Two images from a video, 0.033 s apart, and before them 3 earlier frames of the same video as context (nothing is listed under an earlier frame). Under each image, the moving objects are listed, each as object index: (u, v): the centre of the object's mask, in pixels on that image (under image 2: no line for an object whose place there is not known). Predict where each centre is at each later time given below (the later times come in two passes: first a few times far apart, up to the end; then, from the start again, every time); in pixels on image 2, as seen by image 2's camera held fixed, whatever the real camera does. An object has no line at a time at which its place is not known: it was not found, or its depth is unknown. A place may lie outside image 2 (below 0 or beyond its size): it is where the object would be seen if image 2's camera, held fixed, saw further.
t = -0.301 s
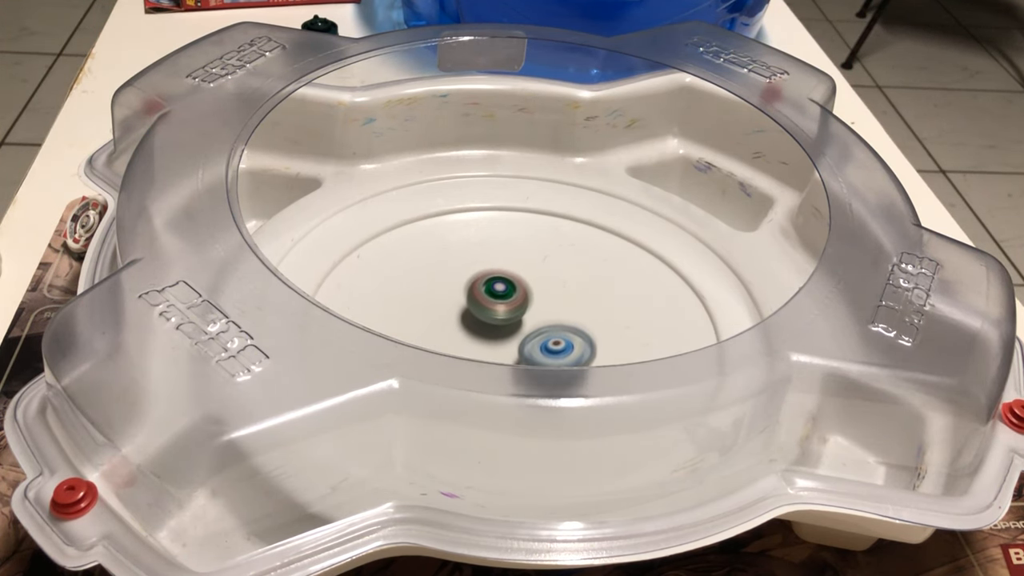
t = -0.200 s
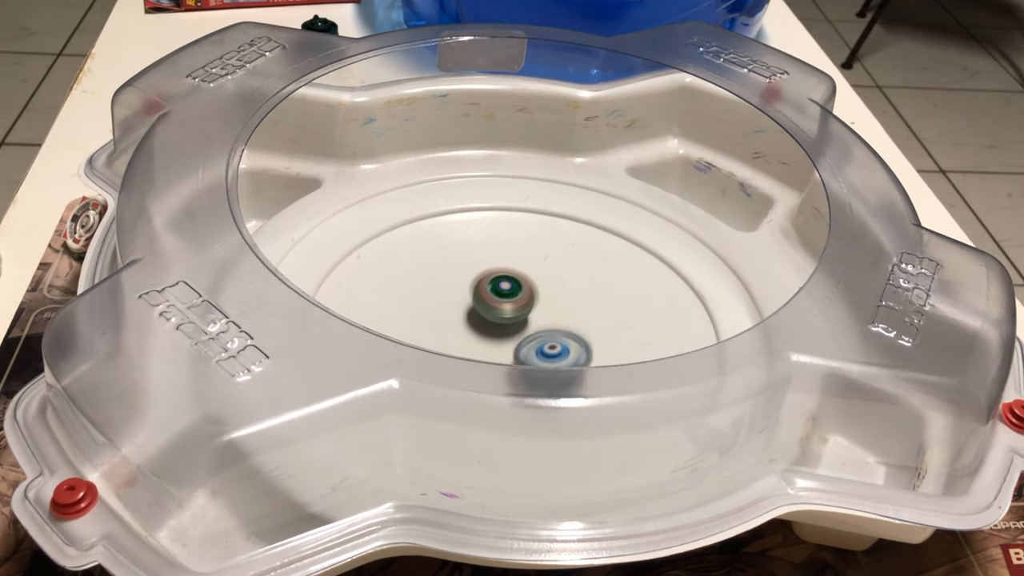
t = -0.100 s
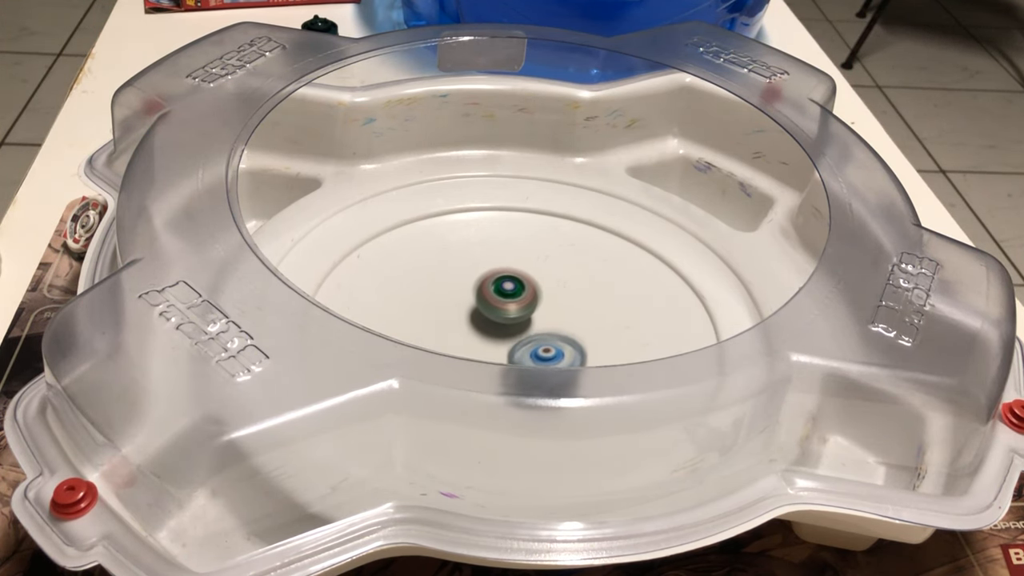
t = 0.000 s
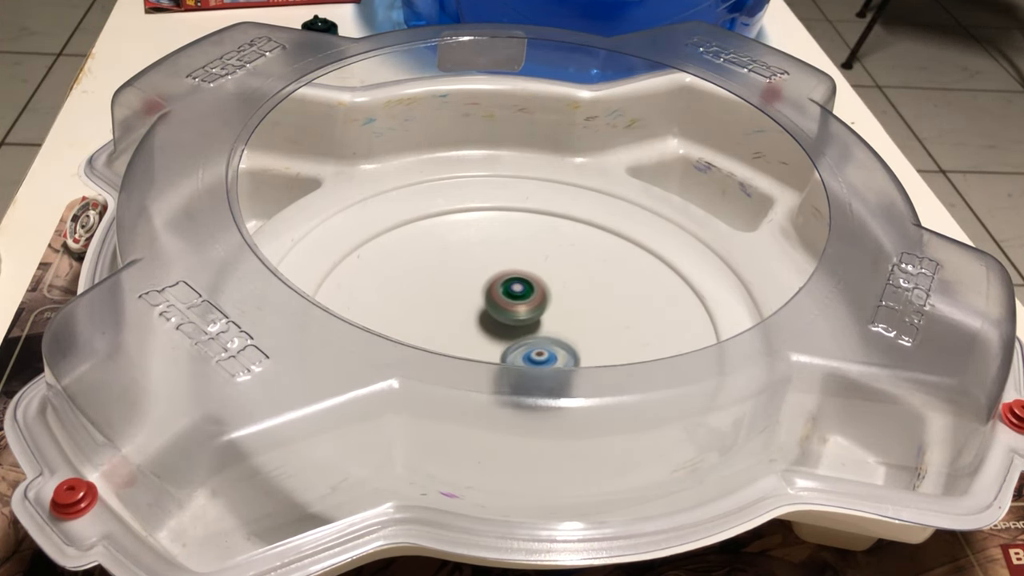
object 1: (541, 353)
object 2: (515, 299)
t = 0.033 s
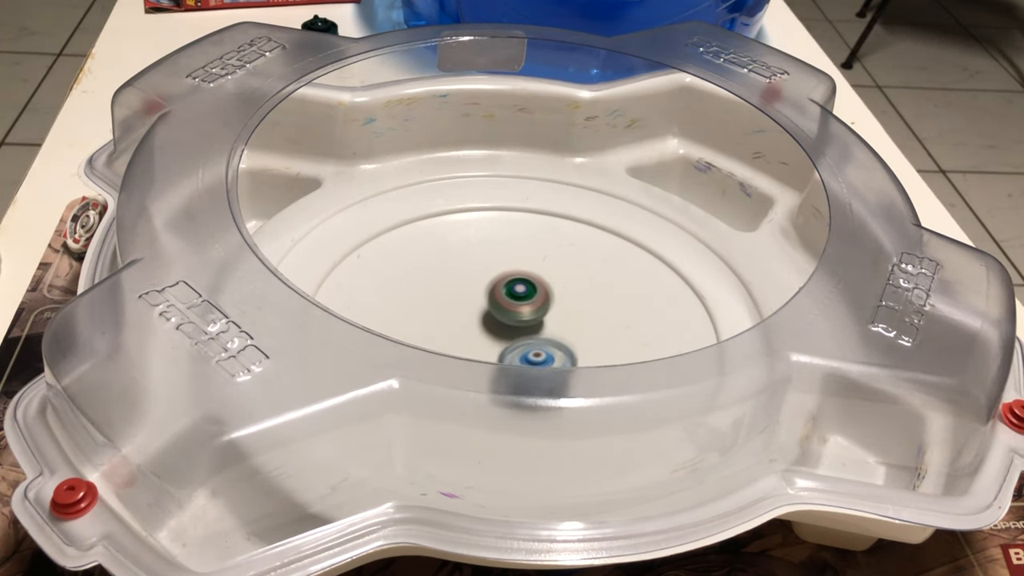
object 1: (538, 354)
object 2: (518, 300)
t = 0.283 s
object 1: (519, 354)
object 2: (538, 307)
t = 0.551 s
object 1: (497, 352)
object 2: (557, 316)
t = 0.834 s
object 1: (476, 347)
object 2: (562, 329)
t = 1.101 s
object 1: (462, 338)
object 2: (553, 340)
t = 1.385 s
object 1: (456, 329)
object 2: (532, 348)
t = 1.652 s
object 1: (460, 321)
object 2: (514, 352)
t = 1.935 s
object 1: (476, 310)
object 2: (499, 351)
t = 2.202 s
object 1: (497, 300)
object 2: (485, 343)
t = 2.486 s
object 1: (525, 267)
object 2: (465, 354)
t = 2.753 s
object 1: (526, 265)
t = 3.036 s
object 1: (535, 280)
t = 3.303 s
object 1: (592, 260)
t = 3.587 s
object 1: (569, 293)
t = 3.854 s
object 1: (553, 332)
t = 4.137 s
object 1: (650, 286)
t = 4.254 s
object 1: (599, 306)
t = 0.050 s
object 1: (537, 354)
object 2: (520, 300)
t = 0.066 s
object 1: (536, 354)
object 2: (521, 300)
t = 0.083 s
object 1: (535, 354)
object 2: (523, 301)
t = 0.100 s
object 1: (533, 354)
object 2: (524, 301)
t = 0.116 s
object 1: (532, 354)
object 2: (526, 301)
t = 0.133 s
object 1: (531, 354)
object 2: (527, 302)
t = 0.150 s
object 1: (529, 354)
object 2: (528, 302)
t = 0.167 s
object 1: (528, 354)
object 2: (529, 302)
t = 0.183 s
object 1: (527, 354)
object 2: (530, 303)
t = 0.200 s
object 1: (526, 354)
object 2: (531, 303)
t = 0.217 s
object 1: (524, 354)
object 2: (532, 304)
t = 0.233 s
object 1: (523, 354)
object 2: (534, 305)
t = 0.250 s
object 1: (522, 354)
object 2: (535, 306)
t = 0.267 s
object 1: (521, 354)
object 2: (536, 306)
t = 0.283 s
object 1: (519, 354)
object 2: (538, 307)
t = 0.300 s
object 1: (518, 354)
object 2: (539, 307)
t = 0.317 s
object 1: (517, 354)
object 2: (541, 308)
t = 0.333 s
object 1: (515, 354)
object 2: (543, 309)
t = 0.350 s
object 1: (514, 354)
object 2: (544, 309)
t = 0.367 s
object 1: (513, 354)
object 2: (545, 310)
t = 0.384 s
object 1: (512, 354)
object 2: (547, 311)
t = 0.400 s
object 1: (511, 354)
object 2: (548, 311)
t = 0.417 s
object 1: (509, 354)
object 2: (549, 312)
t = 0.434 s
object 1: (508, 354)
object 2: (550, 313)
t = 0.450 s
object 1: (506, 354)
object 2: (551, 313)
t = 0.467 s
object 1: (504, 354)
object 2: (552, 314)
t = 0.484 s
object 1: (503, 353)
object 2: (553, 314)
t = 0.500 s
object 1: (502, 353)
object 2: (554, 315)
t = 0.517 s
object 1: (500, 353)
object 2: (555, 316)
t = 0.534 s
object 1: (499, 353)
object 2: (556, 316)
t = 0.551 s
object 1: (497, 352)
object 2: (557, 316)
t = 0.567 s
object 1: (496, 353)
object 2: (558, 317)
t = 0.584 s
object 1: (495, 352)
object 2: (558, 318)
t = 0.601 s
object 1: (494, 352)
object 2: (559, 319)
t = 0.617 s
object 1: (492, 352)
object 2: (559, 320)
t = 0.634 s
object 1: (490, 351)
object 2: (560, 320)
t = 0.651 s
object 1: (489, 350)
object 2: (560, 321)
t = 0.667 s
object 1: (488, 351)
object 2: (561, 322)
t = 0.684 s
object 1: (486, 350)
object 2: (561, 323)
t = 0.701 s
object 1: (485, 350)
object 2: (561, 323)
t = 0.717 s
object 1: (484, 349)
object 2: (562, 324)
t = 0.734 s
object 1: (483, 349)
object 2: (562, 325)
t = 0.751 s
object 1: (481, 348)
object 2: (562, 325)
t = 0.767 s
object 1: (481, 348)
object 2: (562, 326)
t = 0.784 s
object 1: (479, 348)
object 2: (562, 327)
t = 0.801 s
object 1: (478, 347)
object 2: (562, 327)
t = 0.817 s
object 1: (477, 347)
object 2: (562, 328)
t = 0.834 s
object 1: (476, 347)
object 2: (562, 329)
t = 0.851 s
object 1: (475, 346)
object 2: (562, 330)
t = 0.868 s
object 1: (474, 345)
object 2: (562, 330)
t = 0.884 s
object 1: (473, 345)
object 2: (561, 331)
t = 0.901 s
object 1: (472, 345)
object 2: (561, 332)
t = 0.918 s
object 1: (471, 344)
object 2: (561, 332)
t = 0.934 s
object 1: (470, 344)
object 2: (561, 333)
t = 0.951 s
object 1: (469, 343)
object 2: (560, 334)
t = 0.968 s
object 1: (468, 342)
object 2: (560, 335)
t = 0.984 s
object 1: (467, 342)
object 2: (559, 336)
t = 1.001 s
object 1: (467, 341)
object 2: (559, 336)
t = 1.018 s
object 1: (466, 341)
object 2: (558, 337)
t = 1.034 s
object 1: (465, 340)
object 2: (557, 337)
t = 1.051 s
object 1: (464, 339)
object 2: (557, 338)
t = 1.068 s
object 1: (463, 339)
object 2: (556, 338)
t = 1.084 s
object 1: (463, 338)
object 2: (555, 338)
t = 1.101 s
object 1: (462, 338)
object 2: (553, 340)
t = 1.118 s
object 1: (461, 337)
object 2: (552, 340)
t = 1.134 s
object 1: (461, 336)
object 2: (551, 341)
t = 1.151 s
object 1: (460, 336)
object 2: (550, 341)
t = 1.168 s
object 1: (459, 335)
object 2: (548, 342)
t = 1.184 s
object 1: (459, 335)
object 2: (547, 343)
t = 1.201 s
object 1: (459, 334)
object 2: (545, 343)
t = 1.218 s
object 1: (458, 334)
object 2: (544, 343)
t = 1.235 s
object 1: (458, 333)
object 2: (543, 344)
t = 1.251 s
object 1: (457, 333)
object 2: (541, 344)
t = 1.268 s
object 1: (457, 332)
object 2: (540, 345)
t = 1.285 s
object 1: (457, 332)
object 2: (539, 345)
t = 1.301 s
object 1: (456, 331)
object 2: (538, 346)
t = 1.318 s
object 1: (456, 331)
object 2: (536, 346)
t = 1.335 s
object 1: (456, 330)
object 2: (535, 347)
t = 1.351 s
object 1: (456, 330)
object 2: (534, 347)
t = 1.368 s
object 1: (456, 329)
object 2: (533, 347)
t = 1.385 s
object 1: (456, 329)
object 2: (532, 348)
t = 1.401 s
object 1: (456, 328)
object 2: (531, 348)
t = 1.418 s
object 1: (456, 328)
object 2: (530, 349)
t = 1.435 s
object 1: (456, 327)
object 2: (529, 349)
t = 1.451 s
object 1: (456, 327)
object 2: (528, 349)
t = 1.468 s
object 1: (456, 326)
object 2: (527, 350)
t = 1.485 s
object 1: (457, 326)
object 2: (525, 350)
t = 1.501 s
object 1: (457, 326)
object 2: (524, 350)
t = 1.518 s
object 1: (457, 325)
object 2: (523, 351)
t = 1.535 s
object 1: (457, 325)
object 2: (522, 351)
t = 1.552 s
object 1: (458, 324)
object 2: (521, 351)
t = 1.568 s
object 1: (458, 324)
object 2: (520, 351)
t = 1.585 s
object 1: (458, 323)
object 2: (519, 352)
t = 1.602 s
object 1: (459, 323)
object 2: (517, 352)
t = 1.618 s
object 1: (459, 322)
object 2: (516, 352)
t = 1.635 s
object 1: (460, 321)
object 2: (515, 352)
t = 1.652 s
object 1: (460, 321)
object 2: (514, 352)
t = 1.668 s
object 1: (460, 320)
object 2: (513, 352)
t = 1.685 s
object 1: (461, 320)
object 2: (512, 352)
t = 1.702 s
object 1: (462, 319)
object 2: (510, 352)
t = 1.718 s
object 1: (463, 319)
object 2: (509, 352)
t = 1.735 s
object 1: (463, 318)
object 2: (508, 352)
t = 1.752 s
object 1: (464, 317)
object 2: (507, 352)
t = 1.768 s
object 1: (465, 317)
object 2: (506, 352)
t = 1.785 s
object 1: (466, 316)
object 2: (506, 352)
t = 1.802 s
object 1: (467, 315)
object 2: (505, 352)
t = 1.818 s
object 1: (468, 314)
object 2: (505, 352)
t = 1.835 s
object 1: (469, 313)
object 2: (504, 352)
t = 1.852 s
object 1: (470, 313)
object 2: (503, 352)
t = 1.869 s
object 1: (471, 312)
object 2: (503, 352)
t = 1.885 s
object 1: (472, 311)
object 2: (500, 352)
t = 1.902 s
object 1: (473, 311)
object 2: (500, 351)
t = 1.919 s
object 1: (474, 310)
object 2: (499, 351)
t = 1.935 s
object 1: (476, 310)
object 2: (499, 351)
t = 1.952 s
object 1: (477, 309)
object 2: (498, 351)
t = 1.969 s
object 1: (478, 308)
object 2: (497, 350)
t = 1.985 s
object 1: (479, 308)
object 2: (496, 350)
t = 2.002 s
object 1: (481, 307)
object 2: (496, 350)
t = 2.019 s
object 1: (482, 307)
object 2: (495, 349)
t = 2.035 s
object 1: (483, 306)
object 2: (494, 349)
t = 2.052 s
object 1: (484, 305)
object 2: (493, 348)
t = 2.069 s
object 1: (486, 304)
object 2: (493, 348)
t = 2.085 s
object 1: (487, 304)
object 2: (492, 347)
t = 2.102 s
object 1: (488, 303)
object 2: (491, 347)
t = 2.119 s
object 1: (490, 303)
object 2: (490, 346)
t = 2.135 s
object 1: (492, 302)
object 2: (489, 345)
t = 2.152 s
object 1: (493, 302)
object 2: (488, 345)
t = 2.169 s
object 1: (494, 301)
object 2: (487, 344)
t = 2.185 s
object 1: (496, 300)
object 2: (486, 343)
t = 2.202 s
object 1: (497, 300)
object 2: (485, 343)
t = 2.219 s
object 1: (499, 300)
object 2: (485, 342)
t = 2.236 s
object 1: (500, 299)
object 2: (483, 341)
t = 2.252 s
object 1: (504, 297)
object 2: (479, 344)
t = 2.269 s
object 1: (511, 291)
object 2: (473, 346)
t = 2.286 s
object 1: (515, 285)
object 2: (468, 348)
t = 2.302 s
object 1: (519, 282)
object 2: (464, 350)
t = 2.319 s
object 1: (521, 279)
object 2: (462, 350)
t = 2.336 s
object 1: (522, 276)
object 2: (460, 350)
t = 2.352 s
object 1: (523, 275)
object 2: (459, 351)
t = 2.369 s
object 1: (524, 273)
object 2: (460, 352)
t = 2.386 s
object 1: (524, 272)
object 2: (460, 352)
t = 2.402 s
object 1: (524, 271)
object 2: (461, 353)
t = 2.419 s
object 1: (524, 270)
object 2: (462, 353)
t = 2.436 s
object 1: (525, 269)
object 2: (463, 353)
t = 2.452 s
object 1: (525, 268)
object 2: (464, 353)
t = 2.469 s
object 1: (525, 267)
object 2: (465, 354)
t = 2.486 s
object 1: (525, 267)
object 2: (465, 354)
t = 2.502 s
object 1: (525, 266)
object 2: (466, 354)
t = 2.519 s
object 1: (526, 266)
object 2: (468, 354)
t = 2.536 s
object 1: (525, 265)
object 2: (469, 354)
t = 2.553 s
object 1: (526, 265)
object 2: (470, 354)
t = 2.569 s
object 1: (525, 265)
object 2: (471, 354)
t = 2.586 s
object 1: (525, 264)
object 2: (473, 353)
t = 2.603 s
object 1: (525, 265)
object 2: (474, 353)
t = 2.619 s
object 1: (525, 265)
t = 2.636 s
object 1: (525, 265)
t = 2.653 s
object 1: (526, 265)
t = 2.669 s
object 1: (526, 265)
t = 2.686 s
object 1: (526, 265)
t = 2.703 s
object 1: (526, 265)
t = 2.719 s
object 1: (526, 265)
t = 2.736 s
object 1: (526, 265)
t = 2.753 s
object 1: (526, 265)
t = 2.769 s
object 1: (526, 266)
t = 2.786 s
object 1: (527, 266)
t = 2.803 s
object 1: (527, 266)
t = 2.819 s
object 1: (527, 267)
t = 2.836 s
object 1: (528, 268)
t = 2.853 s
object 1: (528, 269)
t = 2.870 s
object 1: (528, 269)
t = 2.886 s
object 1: (529, 270)
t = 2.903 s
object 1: (529, 271)
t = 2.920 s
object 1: (530, 272)
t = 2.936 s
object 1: (530, 273)
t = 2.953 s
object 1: (530, 275)
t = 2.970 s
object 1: (531, 276)
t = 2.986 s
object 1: (531, 277)
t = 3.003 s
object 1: (532, 278)
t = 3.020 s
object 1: (533, 279)
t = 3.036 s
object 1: (535, 280)
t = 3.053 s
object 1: (536, 281)
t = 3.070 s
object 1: (537, 282)
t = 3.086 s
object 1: (540, 282)
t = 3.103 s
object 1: (551, 277)
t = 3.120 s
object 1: (560, 271)
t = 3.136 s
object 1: (570, 266)
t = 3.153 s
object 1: (576, 262)
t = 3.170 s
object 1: (583, 259)
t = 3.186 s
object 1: (587, 258)
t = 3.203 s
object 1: (590, 257)
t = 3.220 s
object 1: (592, 256)
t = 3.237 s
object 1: (593, 257)
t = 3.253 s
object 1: (594, 258)
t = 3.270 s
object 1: (593, 258)
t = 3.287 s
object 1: (593, 259)
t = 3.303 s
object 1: (592, 260)
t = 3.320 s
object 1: (591, 262)
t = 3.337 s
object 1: (590, 263)
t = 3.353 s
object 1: (589, 263)
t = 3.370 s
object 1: (586, 266)
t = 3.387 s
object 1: (585, 269)
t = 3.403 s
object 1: (583, 271)
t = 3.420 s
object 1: (581, 272)
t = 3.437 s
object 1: (580, 274)
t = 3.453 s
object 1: (578, 276)
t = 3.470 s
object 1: (577, 278)
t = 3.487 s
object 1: (576, 281)
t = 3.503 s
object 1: (575, 283)
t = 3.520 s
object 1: (574, 285)
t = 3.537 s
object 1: (573, 287)
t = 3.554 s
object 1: (571, 289)
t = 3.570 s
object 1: (570, 291)
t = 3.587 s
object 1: (569, 293)
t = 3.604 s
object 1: (568, 296)
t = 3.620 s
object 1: (567, 298)
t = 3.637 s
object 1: (566, 301)
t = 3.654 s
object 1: (565, 303)
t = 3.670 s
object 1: (564, 306)
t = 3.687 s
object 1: (563, 308)
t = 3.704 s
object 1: (562, 311)
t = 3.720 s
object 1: (561, 313)
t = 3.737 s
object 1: (560, 316)
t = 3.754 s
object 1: (559, 317)
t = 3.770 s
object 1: (558, 321)
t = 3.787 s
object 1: (557, 324)
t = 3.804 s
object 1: (556, 325)
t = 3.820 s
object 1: (555, 328)
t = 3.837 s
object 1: (554, 331)
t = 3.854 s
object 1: (553, 332)
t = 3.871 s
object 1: (554, 334)
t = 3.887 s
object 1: (563, 333)
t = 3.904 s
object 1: (586, 327)
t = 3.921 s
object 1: (606, 320)
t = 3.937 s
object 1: (624, 313)
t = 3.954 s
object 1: (644, 305)
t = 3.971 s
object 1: (658, 296)
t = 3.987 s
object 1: (671, 292)
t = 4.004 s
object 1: (682, 283)
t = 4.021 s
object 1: (682, 281)
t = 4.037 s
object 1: (682, 279)
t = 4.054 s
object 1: (682, 279)
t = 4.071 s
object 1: (678, 279)
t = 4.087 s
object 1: (671, 282)
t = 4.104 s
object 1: (666, 280)
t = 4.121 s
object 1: (658, 282)
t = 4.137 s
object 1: (650, 286)
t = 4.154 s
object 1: (641, 287)
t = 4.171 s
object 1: (634, 289)
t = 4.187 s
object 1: (626, 291)
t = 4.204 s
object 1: (618, 297)
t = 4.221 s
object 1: (613, 296)
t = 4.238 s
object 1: (606, 299)
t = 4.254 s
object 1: (599, 306)
